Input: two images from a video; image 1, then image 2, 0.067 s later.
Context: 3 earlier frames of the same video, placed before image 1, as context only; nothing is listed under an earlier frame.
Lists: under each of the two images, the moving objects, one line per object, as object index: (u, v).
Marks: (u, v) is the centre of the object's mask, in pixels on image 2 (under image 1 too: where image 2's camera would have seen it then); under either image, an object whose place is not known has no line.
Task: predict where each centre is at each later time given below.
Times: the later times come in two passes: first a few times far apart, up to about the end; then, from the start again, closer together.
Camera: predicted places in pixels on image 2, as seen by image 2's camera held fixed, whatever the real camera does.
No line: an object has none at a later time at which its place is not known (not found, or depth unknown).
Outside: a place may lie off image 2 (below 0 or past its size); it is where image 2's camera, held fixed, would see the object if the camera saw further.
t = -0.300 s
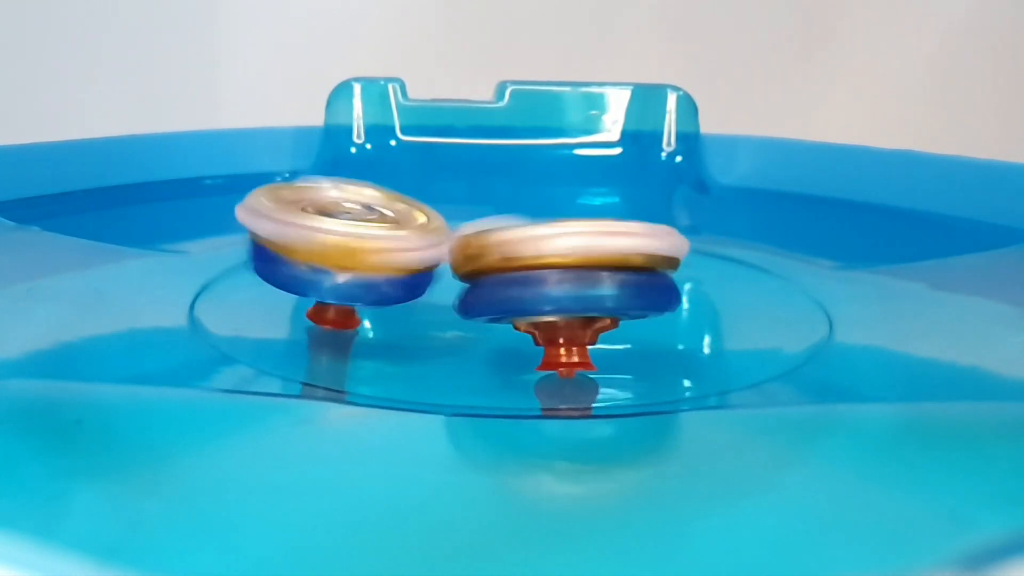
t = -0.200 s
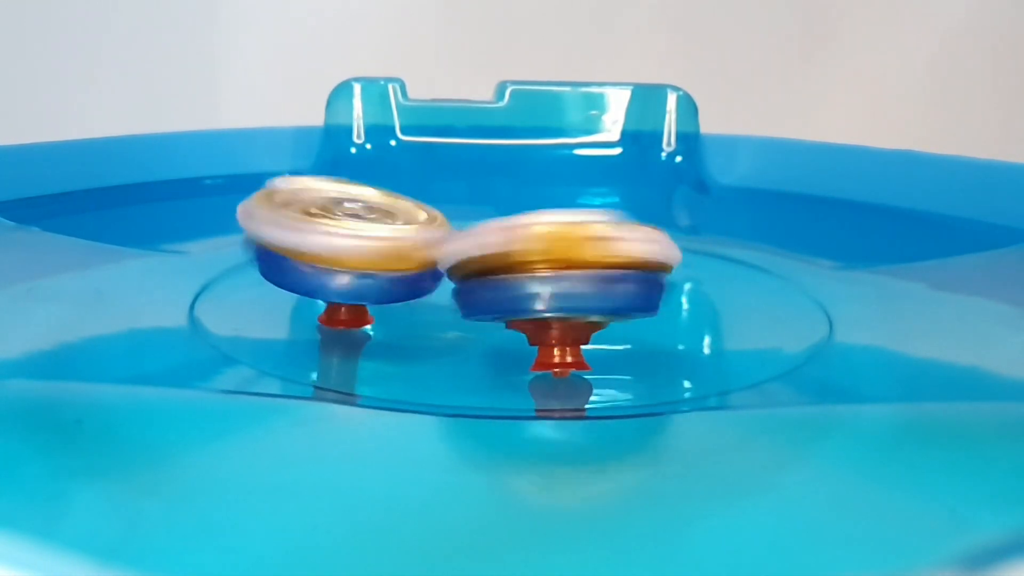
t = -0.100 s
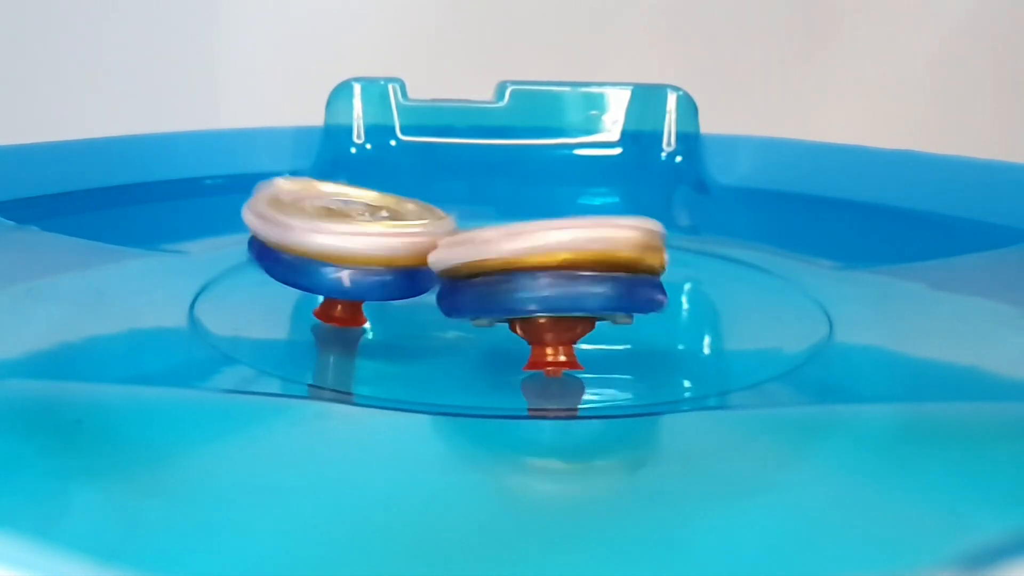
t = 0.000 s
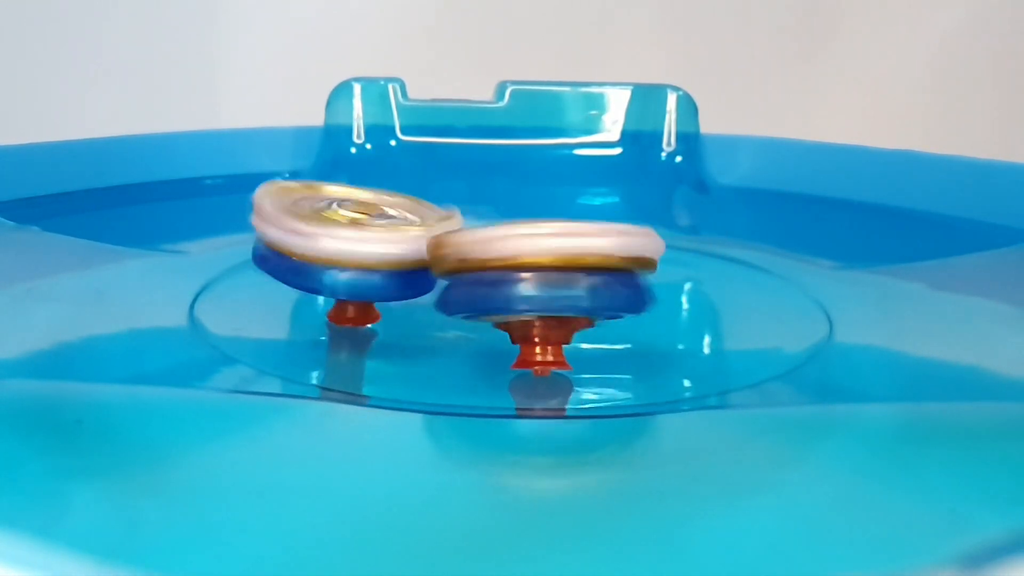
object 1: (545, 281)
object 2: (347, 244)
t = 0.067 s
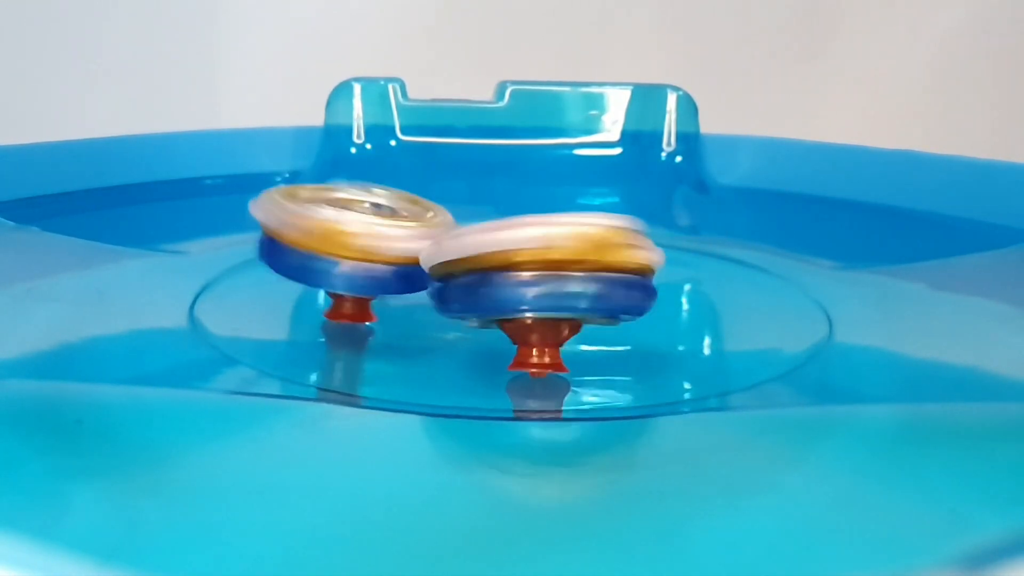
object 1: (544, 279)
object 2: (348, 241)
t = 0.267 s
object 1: (543, 280)
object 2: (339, 233)
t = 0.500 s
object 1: (551, 282)
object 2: (335, 227)
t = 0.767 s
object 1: (545, 284)
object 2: (335, 222)
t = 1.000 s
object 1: (533, 281)
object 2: (335, 219)
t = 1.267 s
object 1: (528, 280)
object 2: (341, 217)
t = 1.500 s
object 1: (521, 283)
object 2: (346, 218)
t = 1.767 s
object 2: (354, 219)
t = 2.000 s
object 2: (358, 220)
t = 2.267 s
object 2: (366, 223)
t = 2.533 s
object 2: (376, 221)
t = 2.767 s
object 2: (382, 219)
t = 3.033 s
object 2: (389, 218)
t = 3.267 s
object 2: (393, 218)
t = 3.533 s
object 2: (394, 217)
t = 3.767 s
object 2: (395, 218)
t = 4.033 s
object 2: (401, 218)
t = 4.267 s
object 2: (401, 220)
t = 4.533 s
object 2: (408, 221)
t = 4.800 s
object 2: (415, 222)
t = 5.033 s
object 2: (427, 226)
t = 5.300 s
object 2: (440, 227)
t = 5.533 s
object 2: (460, 222)
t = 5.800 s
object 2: (486, 215)
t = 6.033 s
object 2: (503, 208)
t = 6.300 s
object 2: (513, 206)
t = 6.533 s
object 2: (520, 205)
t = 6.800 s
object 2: (524, 204)
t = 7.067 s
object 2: (531, 204)
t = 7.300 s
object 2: (534, 204)
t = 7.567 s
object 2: (535, 206)
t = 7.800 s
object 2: (530, 207)
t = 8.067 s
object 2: (523, 211)
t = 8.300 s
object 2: (526, 215)
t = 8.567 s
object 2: (525, 216)
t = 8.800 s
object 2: (533, 218)
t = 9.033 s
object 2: (534, 219)
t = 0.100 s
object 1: (542, 278)
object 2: (347, 241)
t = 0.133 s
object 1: (542, 281)
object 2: (342, 240)
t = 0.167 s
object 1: (545, 281)
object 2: (344, 238)
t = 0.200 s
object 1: (547, 279)
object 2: (344, 237)
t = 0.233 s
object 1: (546, 277)
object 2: (342, 236)
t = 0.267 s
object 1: (543, 280)
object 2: (339, 233)
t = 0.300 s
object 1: (549, 283)
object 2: (342, 232)
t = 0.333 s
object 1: (551, 282)
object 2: (341, 232)
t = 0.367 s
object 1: (552, 280)
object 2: (338, 232)
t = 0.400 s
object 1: (547, 279)
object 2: (337, 231)
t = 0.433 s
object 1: (549, 282)
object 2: (338, 230)
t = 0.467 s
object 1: (550, 283)
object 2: (338, 229)
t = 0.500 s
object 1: (551, 282)
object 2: (335, 227)
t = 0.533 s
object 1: (549, 281)
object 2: (336, 226)
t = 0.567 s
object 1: (546, 282)
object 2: (336, 226)
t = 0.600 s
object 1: (549, 282)
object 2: (334, 226)
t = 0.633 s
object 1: (551, 282)
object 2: (334, 225)
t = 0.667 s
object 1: (550, 280)
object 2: (336, 224)
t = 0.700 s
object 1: (544, 281)
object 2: (336, 224)
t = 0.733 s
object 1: (544, 283)
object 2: (334, 223)
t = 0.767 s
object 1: (545, 284)
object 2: (335, 222)
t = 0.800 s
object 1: (545, 283)
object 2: (337, 222)
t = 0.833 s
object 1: (540, 281)
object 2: (336, 223)
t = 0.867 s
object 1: (538, 282)
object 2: (334, 222)
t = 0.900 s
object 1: (540, 283)
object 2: (337, 221)
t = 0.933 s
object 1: (541, 282)
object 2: (338, 221)
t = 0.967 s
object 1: (540, 280)
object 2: (336, 221)
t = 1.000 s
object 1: (533, 281)
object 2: (335, 219)
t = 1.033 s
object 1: (534, 283)
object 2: (338, 219)
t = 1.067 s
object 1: (535, 284)
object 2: (339, 220)
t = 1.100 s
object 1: (535, 283)
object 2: (337, 220)
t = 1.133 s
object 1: (530, 281)
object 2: (337, 219)
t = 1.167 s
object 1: (528, 282)
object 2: (339, 219)
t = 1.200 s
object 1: (530, 284)
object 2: (341, 220)
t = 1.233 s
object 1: (531, 282)
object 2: (338, 218)
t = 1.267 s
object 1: (528, 280)
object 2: (341, 217)
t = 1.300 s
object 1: (523, 281)
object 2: (341, 219)
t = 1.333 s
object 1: (526, 284)
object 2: (342, 220)
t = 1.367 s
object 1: (525, 284)
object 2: (340, 219)
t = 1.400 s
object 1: (524, 282)
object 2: (344, 219)
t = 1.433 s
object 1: (519, 281)
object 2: (344, 219)
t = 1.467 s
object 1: (519, 283)
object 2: (344, 218)
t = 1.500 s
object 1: (521, 283)
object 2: (346, 218)
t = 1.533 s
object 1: (522, 281)
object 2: (348, 218)
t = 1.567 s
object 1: (519, 280)
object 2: (347, 220)
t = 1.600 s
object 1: (515, 281)
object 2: (343, 220)
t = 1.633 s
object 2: (348, 220)
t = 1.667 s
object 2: (350, 220)
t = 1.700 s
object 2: (350, 220)
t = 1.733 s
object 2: (347, 218)
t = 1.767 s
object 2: (354, 219)
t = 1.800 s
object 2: (354, 221)
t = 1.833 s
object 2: (350, 221)
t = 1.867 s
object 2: (351, 221)
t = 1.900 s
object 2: (352, 222)
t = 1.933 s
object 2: (356, 222)
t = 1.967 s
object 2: (355, 221)
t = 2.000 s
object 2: (358, 220)
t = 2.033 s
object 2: (358, 222)
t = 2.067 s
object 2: (360, 223)
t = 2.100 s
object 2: (357, 222)
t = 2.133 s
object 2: (360, 223)
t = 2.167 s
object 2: (361, 225)
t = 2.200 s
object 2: (355, 225)
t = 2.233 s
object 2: (363, 223)
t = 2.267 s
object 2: (366, 223)
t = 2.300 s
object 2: (367, 224)
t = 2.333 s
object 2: (366, 223)
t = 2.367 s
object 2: (367, 221)
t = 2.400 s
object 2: (370, 220)
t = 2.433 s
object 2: (370, 221)
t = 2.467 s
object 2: (369, 223)
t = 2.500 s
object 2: (372, 221)
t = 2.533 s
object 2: (376, 221)
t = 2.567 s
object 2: (377, 221)
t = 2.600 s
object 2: (373, 220)
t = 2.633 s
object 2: (377, 221)
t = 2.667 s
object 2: (378, 222)
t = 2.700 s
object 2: (379, 221)
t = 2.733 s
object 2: (378, 219)
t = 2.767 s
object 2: (382, 219)
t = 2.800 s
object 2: (384, 220)
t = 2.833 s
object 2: (381, 220)
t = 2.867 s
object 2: (382, 219)
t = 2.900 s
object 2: (385, 220)
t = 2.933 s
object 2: (389, 221)
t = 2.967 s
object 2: (385, 220)
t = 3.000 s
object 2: (388, 218)
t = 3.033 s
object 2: (389, 218)
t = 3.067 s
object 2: (390, 219)
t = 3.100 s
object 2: (388, 219)
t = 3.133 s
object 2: (389, 218)
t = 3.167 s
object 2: (391, 219)
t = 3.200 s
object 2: (391, 219)
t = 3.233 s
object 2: (389, 218)
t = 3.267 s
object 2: (393, 218)
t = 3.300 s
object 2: (394, 218)
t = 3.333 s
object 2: (392, 219)
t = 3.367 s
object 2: (390, 218)
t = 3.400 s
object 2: (394, 218)
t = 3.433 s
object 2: (395, 219)
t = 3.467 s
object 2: (392, 220)
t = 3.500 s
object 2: (390, 217)
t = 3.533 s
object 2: (394, 217)
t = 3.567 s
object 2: (396, 218)
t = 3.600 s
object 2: (393, 219)
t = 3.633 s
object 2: (393, 217)
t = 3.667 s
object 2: (394, 218)
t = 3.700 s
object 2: (395, 220)
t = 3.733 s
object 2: (393, 220)
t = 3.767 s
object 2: (395, 218)
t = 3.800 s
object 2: (397, 218)
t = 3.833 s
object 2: (397, 218)
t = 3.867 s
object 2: (396, 219)
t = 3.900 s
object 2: (398, 218)
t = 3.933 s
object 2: (400, 219)
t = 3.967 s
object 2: (398, 220)
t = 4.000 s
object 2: (396, 219)
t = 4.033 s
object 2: (401, 218)
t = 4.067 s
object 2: (401, 219)
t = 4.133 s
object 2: (398, 218)
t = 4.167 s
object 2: (402, 218)
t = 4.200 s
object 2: (405, 220)
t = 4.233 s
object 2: (403, 221)
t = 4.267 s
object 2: (401, 220)
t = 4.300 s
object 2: (404, 219)
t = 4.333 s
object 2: (406, 220)
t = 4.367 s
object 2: (405, 221)
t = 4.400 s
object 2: (404, 220)
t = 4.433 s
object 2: (405, 220)
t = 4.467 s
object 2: (407, 221)
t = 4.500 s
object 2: (406, 223)
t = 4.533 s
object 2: (408, 221)
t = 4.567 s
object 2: (412, 221)
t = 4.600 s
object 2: (412, 221)
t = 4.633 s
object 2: (409, 222)
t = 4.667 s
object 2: (412, 221)
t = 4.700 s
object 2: (415, 223)
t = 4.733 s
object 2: (416, 223)
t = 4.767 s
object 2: (413, 223)
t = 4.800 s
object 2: (415, 222)
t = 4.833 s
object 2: (422, 223)
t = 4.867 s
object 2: (425, 224)
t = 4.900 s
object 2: (421, 223)
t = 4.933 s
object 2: (422, 223)
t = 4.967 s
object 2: (426, 226)
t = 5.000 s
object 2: (429, 225)
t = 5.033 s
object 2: (427, 226)
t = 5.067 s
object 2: (430, 222)
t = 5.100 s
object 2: (433, 224)
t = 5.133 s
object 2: (436, 226)
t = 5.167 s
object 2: (435, 225)
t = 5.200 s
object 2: (440, 225)
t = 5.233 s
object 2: (441, 226)
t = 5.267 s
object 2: (441, 228)
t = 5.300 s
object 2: (440, 227)
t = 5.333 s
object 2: (448, 224)
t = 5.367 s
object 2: (453, 223)
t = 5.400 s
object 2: (451, 225)
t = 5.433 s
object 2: (448, 227)
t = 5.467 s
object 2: (451, 224)
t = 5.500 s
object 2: (456, 224)
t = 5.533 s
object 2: (460, 222)
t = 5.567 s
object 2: (462, 220)
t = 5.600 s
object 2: (470, 216)
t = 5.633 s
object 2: (472, 217)
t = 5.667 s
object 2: (476, 216)
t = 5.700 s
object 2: (473, 217)
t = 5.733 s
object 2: (477, 213)
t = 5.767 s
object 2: (482, 214)
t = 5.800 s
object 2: (486, 215)
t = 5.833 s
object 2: (484, 215)
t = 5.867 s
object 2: (488, 212)
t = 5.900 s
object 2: (492, 211)
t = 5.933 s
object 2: (494, 211)
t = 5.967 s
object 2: (494, 211)
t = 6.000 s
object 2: (497, 208)
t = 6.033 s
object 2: (503, 208)
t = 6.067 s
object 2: (504, 209)
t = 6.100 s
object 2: (501, 210)
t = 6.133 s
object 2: (501, 207)
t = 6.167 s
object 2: (508, 206)
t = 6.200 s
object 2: (511, 207)
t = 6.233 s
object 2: (510, 207)
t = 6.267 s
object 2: (508, 205)
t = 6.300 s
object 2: (513, 206)
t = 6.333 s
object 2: (516, 206)
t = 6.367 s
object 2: (515, 206)
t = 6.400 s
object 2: (514, 204)
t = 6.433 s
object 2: (517, 203)
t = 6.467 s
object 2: (520, 205)
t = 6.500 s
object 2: (521, 206)
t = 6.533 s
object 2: (520, 205)
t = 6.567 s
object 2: (523, 203)
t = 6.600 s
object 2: (524, 204)
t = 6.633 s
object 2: (524, 205)
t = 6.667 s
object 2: (522, 205)
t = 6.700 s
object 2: (525, 203)
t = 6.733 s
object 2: (528, 203)
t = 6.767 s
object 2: (528, 203)
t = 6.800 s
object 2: (524, 204)
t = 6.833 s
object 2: (527, 204)
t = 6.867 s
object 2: (530, 205)
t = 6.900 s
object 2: (531, 204)
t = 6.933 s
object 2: (528, 204)
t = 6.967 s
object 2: (528, 202)
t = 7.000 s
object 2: (532, 204)
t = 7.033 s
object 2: (533, 204)
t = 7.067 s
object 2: (531, 204)
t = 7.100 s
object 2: (530, 203)
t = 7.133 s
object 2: (532, 203)
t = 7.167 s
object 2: (533, 206)
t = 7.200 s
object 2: (531, 206)
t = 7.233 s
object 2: (532, 205)
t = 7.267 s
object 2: (534, 203)
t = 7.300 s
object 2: (534, 204)
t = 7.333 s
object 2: (532, 205)
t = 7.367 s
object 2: (532, 206)
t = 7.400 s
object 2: (535, 204)
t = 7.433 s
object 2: (535, 205)
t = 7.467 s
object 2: (533, 206)
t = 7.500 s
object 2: (529, 206)
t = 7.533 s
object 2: (533, 206)
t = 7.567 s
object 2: (535, 206)
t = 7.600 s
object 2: (535, 207)
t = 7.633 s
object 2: (531, 207)
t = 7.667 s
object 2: (532, 206)
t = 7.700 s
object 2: (533, 207)
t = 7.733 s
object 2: (533, 208)
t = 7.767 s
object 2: (530, 209)
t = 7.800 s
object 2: (530, 207)
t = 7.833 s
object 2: (531, 208)
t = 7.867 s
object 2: (531, 209)
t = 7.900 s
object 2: (529, 210)
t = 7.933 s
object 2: (530, 209)
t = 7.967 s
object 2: (530, 209)
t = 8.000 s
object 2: (530, 210)
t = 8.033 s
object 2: (524, 212)
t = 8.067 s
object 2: (523, 211)
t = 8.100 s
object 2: (528, 210)
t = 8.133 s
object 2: (530, 212)
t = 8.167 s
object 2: (527, 214)
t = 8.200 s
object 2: (524, 213)
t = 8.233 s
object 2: (524, 210)
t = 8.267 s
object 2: (528, 213)
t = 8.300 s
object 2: (526, 215)
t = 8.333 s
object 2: (523, 216)
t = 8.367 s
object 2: (524, 214)
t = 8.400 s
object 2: (525, 213)
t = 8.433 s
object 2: (529, 216)
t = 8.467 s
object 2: (526, 217)
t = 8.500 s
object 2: (527, 216)
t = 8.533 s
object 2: (527, 215)
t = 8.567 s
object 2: (525, 216)
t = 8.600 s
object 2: (525, 220)
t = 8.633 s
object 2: (525, 219)
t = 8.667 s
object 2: (530, 217)
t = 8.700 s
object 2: (531, 217)
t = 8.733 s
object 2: (526, 217)
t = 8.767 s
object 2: (529, 220)
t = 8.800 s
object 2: (533, 218)
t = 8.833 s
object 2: (535, 218)
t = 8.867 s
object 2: (532, 220)
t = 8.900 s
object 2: (525, 219)
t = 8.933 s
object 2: (534, 220)
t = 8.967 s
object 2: (537, 220)
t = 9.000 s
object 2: (541, 219)
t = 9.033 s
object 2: (534, 219)
